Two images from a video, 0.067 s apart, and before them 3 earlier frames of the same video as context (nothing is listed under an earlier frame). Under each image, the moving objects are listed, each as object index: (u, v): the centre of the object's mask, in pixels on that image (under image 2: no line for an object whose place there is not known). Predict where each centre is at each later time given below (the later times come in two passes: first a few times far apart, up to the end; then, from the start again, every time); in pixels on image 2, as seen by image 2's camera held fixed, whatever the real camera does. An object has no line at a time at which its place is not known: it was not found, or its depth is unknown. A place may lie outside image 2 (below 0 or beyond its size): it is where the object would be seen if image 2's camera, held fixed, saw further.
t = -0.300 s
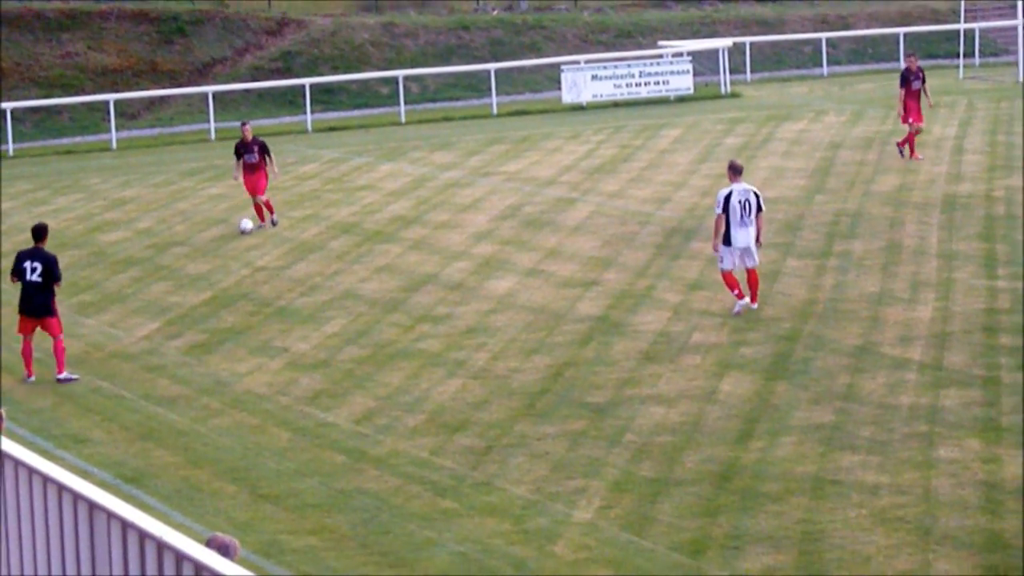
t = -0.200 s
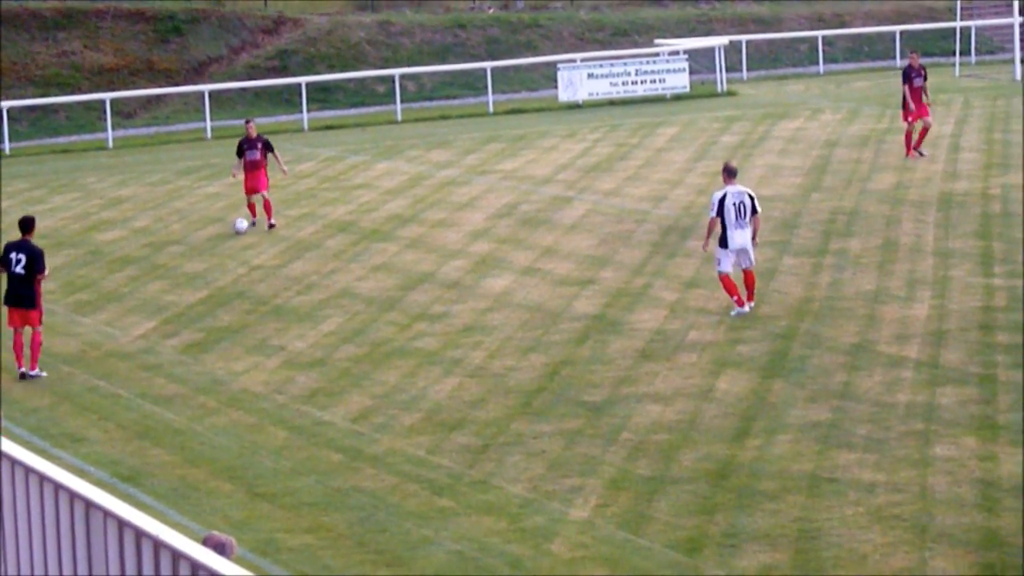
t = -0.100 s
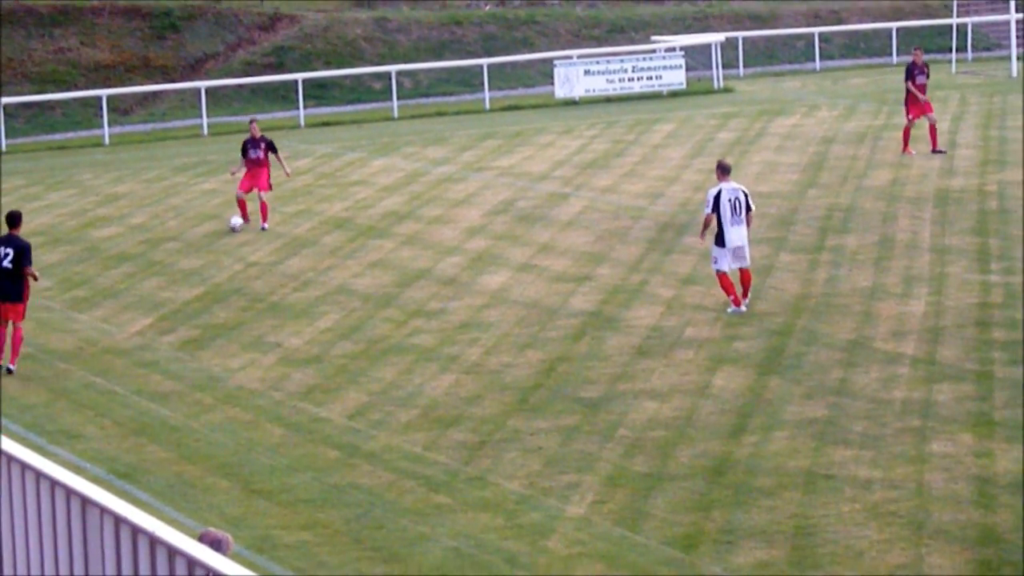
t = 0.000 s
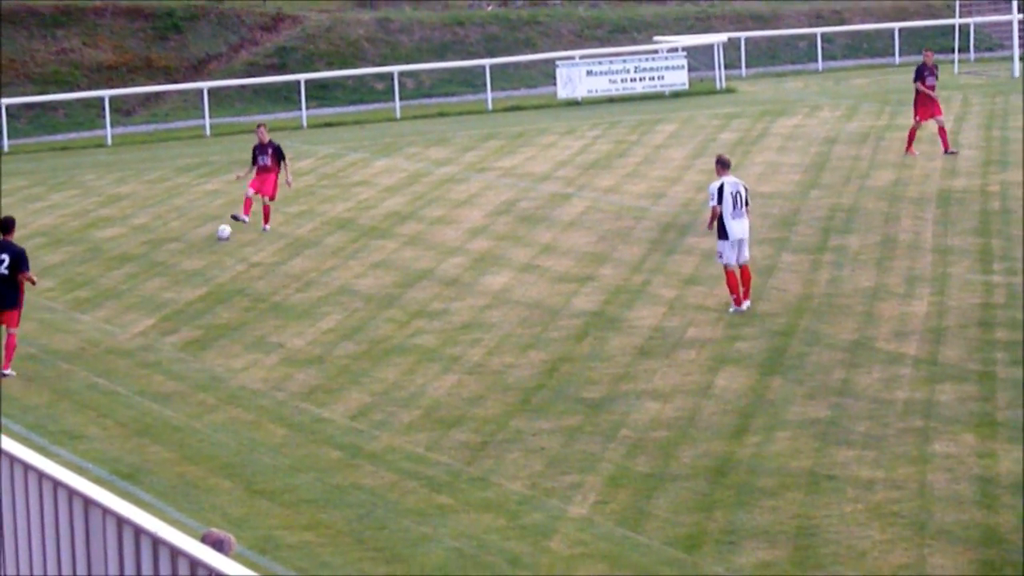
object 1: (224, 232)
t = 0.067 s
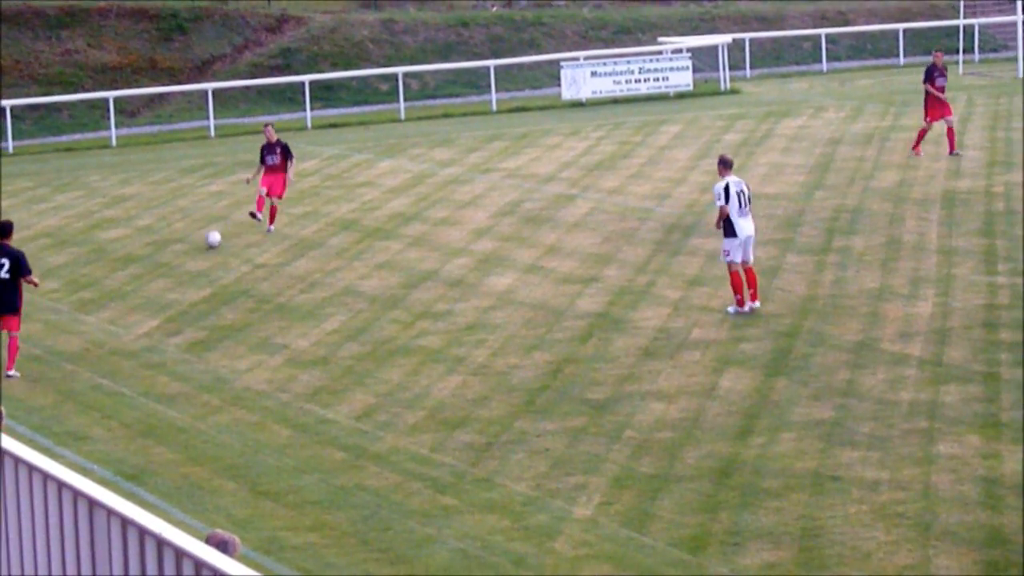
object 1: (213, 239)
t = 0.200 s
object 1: (182, 255)
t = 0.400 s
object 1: (139, 275)
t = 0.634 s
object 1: (91, 296)
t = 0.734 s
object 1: (71, 305)
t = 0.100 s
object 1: (205, 242)
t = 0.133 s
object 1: (197, 246)
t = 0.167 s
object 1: (189, 251)
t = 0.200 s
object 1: (182, 255)
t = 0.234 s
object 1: (175, 258)
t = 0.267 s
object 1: (167, 260)
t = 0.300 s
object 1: (159, 265)
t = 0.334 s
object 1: (152, 269)
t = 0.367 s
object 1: (145, 272)
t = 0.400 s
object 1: (139, 275)
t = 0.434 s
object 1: (132, 278)
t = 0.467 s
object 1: (125, 282)
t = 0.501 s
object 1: (118, 284)
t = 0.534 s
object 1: (111, 288)
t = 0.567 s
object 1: (104, 291)
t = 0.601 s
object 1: (97, 294)
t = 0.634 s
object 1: (91, 296)
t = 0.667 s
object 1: (85, 299)
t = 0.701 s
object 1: (77, 302)
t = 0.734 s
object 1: (71, 305)
